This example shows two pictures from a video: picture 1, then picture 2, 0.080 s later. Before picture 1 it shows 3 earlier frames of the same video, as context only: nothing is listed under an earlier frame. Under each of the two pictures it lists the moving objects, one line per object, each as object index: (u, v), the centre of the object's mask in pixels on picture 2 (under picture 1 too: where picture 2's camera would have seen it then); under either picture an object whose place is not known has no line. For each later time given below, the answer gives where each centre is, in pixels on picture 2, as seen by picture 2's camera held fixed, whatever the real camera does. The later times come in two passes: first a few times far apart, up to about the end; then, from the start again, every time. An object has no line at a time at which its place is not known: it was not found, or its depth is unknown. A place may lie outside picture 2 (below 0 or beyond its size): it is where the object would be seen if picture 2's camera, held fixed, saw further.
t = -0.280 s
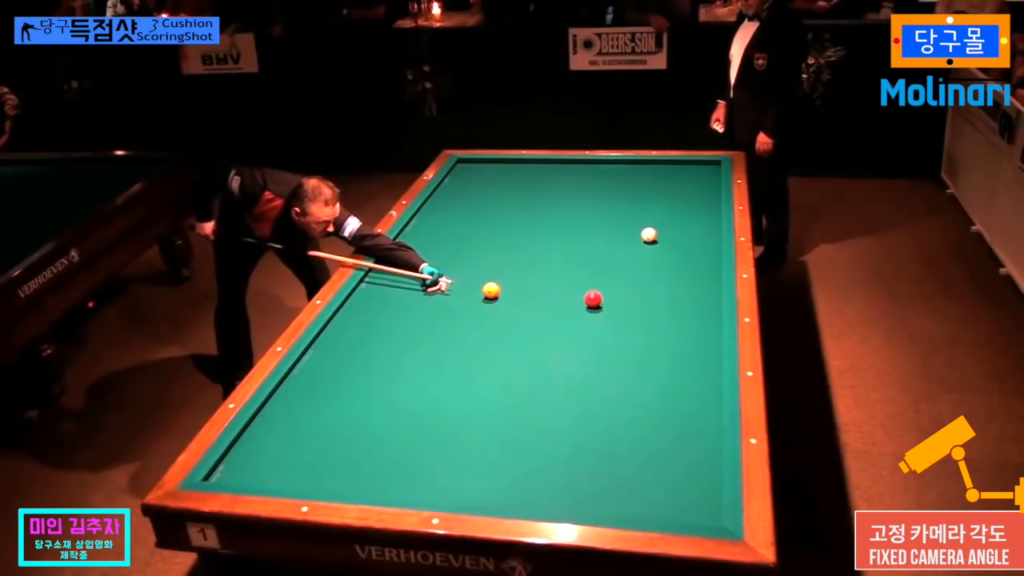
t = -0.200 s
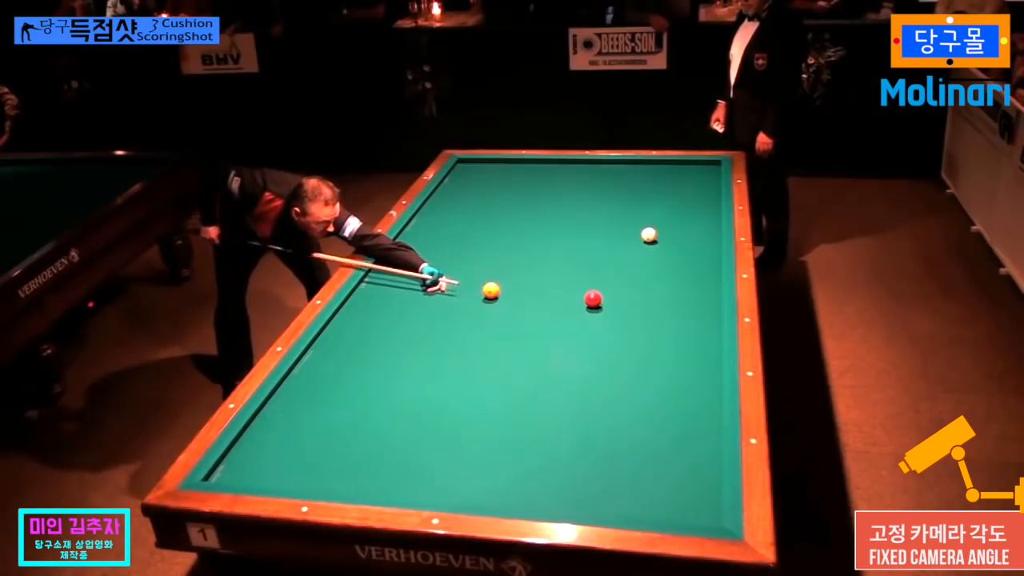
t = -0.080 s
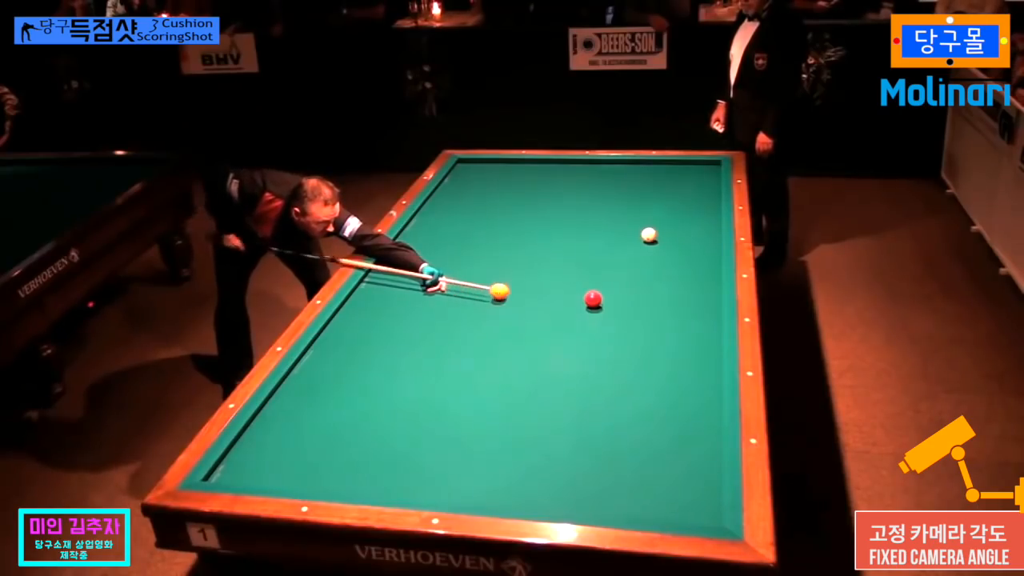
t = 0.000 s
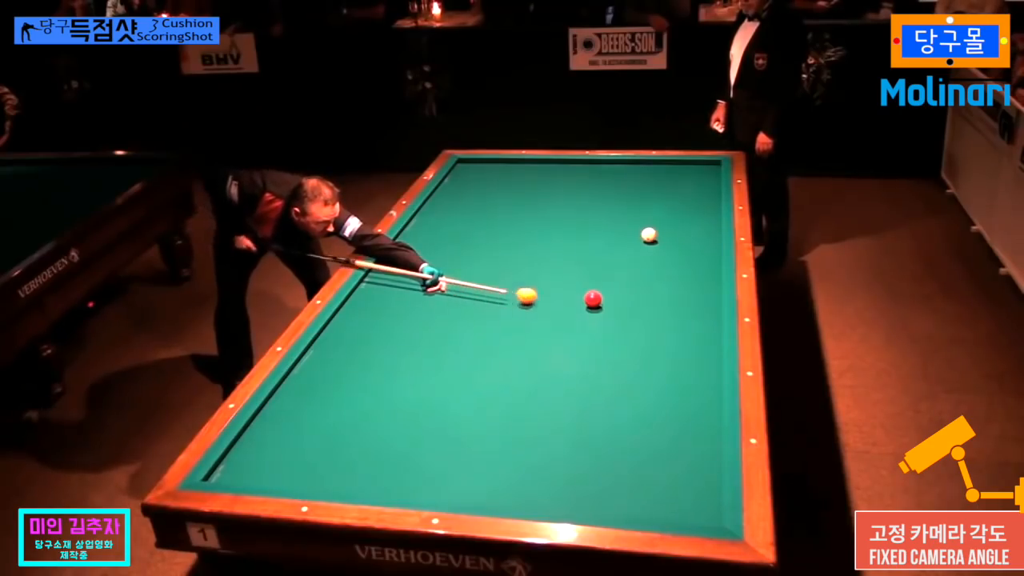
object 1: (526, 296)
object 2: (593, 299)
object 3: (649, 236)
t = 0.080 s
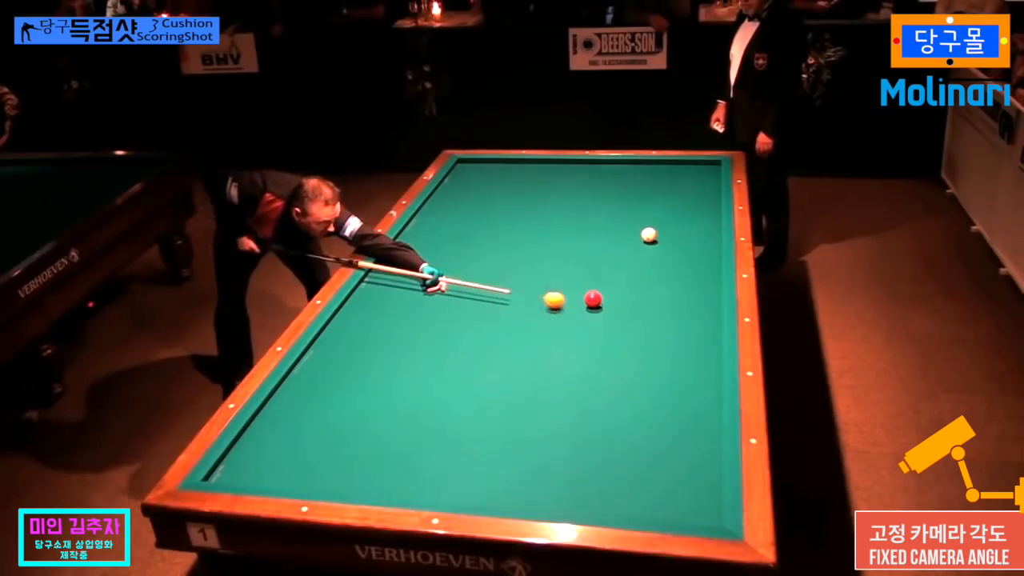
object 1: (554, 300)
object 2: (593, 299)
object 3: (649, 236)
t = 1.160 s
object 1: (600, 413)
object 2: (678, 268)
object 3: (649, 236)
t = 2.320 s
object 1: (372, 449)
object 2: (696, 244)
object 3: (649, 236)
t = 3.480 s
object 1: (325, 371)
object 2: (670, 229)
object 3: (649, 236)
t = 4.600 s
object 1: (438, 323)
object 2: (655, 219)
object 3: (649, 236)
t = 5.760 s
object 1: (524, 286)
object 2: (647, 214)
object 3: (649, 236)
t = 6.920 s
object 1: (589, 259)
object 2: (645, 213)
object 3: (649, 235)
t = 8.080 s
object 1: (637, 239)
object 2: (645, 212)
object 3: (650, 235)
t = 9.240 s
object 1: (640, 238)
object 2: (645, 212)
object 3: (669, 228)
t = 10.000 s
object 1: (640, 238)
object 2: (645, 212)
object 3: (678, 225)
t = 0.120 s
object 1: (568, 303)
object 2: (593, 299)
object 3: (649, 236)
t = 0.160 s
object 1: (581, 305)
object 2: (595, 298)
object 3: (649, 236)
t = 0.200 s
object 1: (591, 310)
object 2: (599, 296)
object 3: (649, 236)
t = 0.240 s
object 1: (601, 314)
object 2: (603, 295)
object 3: (649, 236)
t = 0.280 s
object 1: (612, 318)
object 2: (608, 293)
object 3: (649, 236)
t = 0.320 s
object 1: (623, 322)
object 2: (611, 292)
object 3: (649, 236)
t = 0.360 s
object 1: (634, 327)
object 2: (615, 291)
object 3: (649, 236)
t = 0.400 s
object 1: (645, 331)
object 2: (618, 290)
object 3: (649, 236)
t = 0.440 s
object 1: (657, 335)
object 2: (622, 288)
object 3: (649, 236)
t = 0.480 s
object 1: (668, 340)
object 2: (625, 287)
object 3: (649, 236)
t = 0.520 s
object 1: (680, 345)
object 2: (628, 286)
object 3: (649, 236)
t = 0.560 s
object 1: (692, 350)
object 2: (632, 285)
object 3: (649, 236)
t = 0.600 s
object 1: (705, 354)
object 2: (635, 284)
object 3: (649, 236)
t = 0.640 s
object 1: (711, 359)
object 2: (638, 282)
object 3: (649, 236)
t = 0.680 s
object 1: (701, 363)
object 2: (641, 281)
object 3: (649, 236)
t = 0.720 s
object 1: (691, 367)
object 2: (645, 280)
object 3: (649, 236)
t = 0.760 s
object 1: (682, 371)
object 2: (648, 279)
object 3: (649, 236)
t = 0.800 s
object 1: (674, 375)
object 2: (651, 278)
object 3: (649, 236)
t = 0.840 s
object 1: (666, 379)
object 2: (654, 277)
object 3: (649, 236)
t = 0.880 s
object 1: (658, 383)
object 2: (657, 275)
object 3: (649, 236)
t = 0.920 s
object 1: (650, 387)
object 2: (660, 275)
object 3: (649, 236)
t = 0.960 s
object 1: (642, 391)
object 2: (663, 274)
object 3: (649, 236)
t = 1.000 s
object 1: (634, 396)
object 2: (666, 272)
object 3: (649, 236)
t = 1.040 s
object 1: (626, 400)
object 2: (670, 271)
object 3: (649, 236)
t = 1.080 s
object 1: (617, 405)
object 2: (672, 270)
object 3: (649, 236)
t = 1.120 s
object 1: (609, 409)
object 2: (675, 269)
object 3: (649, 236)
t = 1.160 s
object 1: (600, 413)
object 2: (678, 268)
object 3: (649, 236)
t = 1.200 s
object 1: (591, 417)
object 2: (681, 267)
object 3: (649, 236)
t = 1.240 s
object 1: (583, 422)
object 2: (684, 266)
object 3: (649, 236)
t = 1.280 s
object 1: (574, 427)
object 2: (687, 265)
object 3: (649, 236)
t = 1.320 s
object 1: (565, 431)
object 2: (690, 264)
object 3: (649, 236)
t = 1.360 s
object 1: (556, 436)
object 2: (692, 263)
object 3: (649, 236)
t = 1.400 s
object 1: (547, 441)
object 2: (695, 262)
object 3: (649, 236)
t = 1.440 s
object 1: (538, 446)
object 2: (697, 261)
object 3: (649, 236)
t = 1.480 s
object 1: (529, 451)
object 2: (700, 260)
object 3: (649, 236)
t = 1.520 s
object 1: (519, 456)
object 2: (703, 259)
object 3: (649, 236)
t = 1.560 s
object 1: (510, 461)
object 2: (705, 258)
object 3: (649, 236)
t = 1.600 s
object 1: (500, 466)
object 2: (708, 257)
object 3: (649, 236)
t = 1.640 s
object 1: (490, 471)
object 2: (711, 256)
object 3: (649, 236)
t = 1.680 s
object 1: (480, 476)
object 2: (713, 255)
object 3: (649, 236)
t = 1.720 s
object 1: (471, 481)
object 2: (714, 254)
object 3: (649, 236)
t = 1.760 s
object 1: (461, 486)
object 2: (713, 254)
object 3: (649, 236)
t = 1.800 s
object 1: (451, 491)
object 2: (712, 253)
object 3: (649, 236)
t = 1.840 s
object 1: (441, 493)
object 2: (710, 252)
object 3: (649, 236)
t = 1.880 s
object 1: (435, 489)
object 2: (709, 251)
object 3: (649, 236)
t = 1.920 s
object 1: (429, 485)
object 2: (707, 251)
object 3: (649, 236)
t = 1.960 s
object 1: (423, 481)
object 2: (706, 250)
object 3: (649, 236)
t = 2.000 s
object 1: (416, 477)
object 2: (705, 249)
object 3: (649, 236)
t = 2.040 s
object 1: (411, 473)
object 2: (704, 248)
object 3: (649, 236)
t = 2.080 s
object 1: (405, 470)
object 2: (703, 248)
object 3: (649, 236)
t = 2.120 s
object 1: (399, 466)
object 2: (701, 247)
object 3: (649, 236)
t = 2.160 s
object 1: (393, 463)
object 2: (700, 246)
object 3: (649, 236)
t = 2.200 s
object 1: (388, 459)
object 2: (699, 246)
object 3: (649, 236)
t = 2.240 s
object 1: (382, 456)
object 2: (698, 245)
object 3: (649, 236)
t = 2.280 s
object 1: (377, 452)
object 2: (697, 245)
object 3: (649, 236)
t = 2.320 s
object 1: (372, 449)
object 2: (696, 244)
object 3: (649, 236)
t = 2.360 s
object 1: (366, 445)
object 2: (695, 243)
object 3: (649, 236)
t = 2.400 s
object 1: (361, 442)
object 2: (694, 243)
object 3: (649, 236)
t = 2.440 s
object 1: (357, 439)
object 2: (693, 242)
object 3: (649, 236)
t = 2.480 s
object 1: (351, 435)
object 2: (692, 241)
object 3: (649, 236)
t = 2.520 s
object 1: (347, 432)
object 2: (691, 241)
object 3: (649, 236)
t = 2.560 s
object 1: (342, 429)
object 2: (690, 240)
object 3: (649, 236)
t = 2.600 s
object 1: (337, 426)
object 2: (689, 240)
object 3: (649, 236)
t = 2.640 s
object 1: (333, 423)
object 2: (688, 239)
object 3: (649, 236)
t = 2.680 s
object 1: (328, 420)
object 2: (687, 238)
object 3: (649, 236)
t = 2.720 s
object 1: (324, 417)
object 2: (686, 238)
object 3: (649, 236)
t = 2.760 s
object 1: (319, 414)
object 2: (685, 238)
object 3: (649, 236)
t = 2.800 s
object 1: (315, 411)
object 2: (684, 237)
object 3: (649, 236)
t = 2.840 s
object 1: (311, 409)
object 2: (683, 236)
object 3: (649, 236)
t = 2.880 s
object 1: (307, 406)
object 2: (682, 236)
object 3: (649, 236)
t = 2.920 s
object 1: (303, 403)
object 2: (682, 235)
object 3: (649, 236)
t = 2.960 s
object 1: (298, 400)
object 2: (680, 235)
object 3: (649, 236)
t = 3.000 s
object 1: (294, 398)
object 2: (680, 234)
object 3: (649, 236)
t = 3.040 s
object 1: (291, 395)
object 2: (679, 234)
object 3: (649, 236)
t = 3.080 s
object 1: (287, 392)
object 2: (678, 233)
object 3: (649, 236)
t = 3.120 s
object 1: (283, 390)
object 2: (677, 233)
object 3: (649, 236)
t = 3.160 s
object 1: (287, 387)
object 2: (677, 232)
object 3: (649, 236)
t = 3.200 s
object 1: (292, 385)
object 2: (676, 232)
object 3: (649, 236)
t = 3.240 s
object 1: (297, 383)
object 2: (675, 231)
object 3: (649, 236)
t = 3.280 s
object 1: (302, 381)
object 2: (674, 231)
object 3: (649, 236)
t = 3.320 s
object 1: (307, 379)
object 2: (673, 231)
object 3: (649, 236)
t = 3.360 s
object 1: (312, 377)
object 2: (673, 230)
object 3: (649, 236)
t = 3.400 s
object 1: (316, 375)
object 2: (672, 230)
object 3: (649, 236)
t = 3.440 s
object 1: (321, 373)
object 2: (671, 229)
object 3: (649, 236)
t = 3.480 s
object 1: (325, 371)
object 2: (670, 229)
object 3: (649, 236)
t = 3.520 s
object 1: (330, 369)
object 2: (670, 228)
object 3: (649, 236)
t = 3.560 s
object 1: (335, 367)
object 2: (669, 228)
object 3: (649, 236)
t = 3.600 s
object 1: (339, 365)
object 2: (669, 228)
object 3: (649, 236)
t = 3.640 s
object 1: (344, 363)
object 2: (668, 227)
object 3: (649, 236)
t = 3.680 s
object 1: (348, 362)
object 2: (667, 226)
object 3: (649, 236)
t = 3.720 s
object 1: (352, 360)
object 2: (666, 226)
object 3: (649, 236)
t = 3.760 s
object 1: (357, 358)
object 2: (666, 226)
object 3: (649, 236)
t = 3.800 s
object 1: (361, 356)
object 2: (665, 225)
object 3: (649, 236)
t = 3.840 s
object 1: (365, 354)
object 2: (664, 225)
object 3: (649, 236)
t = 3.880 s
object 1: (369, 352)
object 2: (664, 225)
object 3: (649, 236)
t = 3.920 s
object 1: (373, 351)
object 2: (663, 224)
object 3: (649, 236)
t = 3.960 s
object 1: (377, 349)
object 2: (663, 224)
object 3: (649, 236)
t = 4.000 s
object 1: (381, 347)
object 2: (662, 224)
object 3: (649, 236)
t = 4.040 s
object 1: (386, 345)
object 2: (662, 224)
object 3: (649, 236)
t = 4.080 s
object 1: (390, 344)
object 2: (661, 223)
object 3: (649, 236)
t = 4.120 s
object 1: (394, 342)
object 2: (661, 223)
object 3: (649, 236)
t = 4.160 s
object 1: (398, 340)
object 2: (660, 223)
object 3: (649, 236)
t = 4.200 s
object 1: (401, 339)
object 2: (660, 222)
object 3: (649, 236)
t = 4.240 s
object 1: (405, 337)
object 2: (659, 222)
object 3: (649, 236)
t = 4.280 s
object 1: (409, 336)
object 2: (659, 221)
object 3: (649, 236)
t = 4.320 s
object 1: (413, 334)
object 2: (658, 221)
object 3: (649, 236)
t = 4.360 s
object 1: (417, 332)
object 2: (658, 221)
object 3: (649, 236)
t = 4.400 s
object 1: (420, 331)
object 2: (657, 220)
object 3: (649, 236)
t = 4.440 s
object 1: (424, 329)
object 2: (656, 220)
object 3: (649, 236)
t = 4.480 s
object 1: (428, 328)
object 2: (656, 220)
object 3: (649, 236)
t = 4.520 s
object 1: (431, 326)
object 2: (656, 219)
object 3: (649, 236)
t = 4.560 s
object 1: (435, 325)
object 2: (656, 219)
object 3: (649, 236)
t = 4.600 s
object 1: (438, 323)
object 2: (655, 219)
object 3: (649, 236)
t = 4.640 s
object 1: (442, 322)
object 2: (655, 219)
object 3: (649, 236)
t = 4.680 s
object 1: (445, 320)
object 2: (654, 219)
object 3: (649, 236)
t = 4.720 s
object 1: (448, 319)
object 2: (654, 218)
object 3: (649, 236)
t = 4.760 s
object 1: (451, 318)
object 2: (653, 218)
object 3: (649, 236)
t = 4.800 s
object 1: (455, 316)
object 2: (653, 218)
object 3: (649, 236)
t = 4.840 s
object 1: (458, 315)
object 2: (653, 218)
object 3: (649, 236)
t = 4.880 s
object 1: (461, 313)
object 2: (652, 217)
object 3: (649, 236)
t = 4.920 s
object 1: (464, 312)
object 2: (652, 217)
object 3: (649, 236)
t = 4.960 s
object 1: (468, 311)
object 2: (652, 217)
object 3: (649, 236)
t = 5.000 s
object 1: (471, 309)
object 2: (651, 217)
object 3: (649, 236)
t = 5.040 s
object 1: (474, 308)
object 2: (651, 216)
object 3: (649, 236)
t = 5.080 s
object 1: (477, 307)
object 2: (651, 216)
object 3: (649, 236)
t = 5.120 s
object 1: (480, 305)
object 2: (650, 216)
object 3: (649, 236)
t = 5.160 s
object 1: (483, 304)
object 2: (650, 216)
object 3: (649, 236)
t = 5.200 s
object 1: (486, 303)
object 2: (650, 216)
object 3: (649, 236)
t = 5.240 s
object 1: (489, 302)
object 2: (650, 215)
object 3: (649, 235)
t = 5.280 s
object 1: (492, 300)
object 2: (649, 215)
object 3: (649, 235)
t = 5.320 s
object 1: (495, 299)
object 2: (649, 215)
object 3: (649, 235)
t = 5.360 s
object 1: (498, 298)
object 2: (649, 215)
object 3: (649, 235)
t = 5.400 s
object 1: (500, 297)
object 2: (649, 215)
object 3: (649, 235)
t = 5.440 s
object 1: (503, 295)
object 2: (648, 215)
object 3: (649, 235)
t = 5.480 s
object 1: (506, 294)
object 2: (648, 214)
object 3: (649, 235)
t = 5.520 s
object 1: (509, 293)
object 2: (648, 214)
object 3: (649, 235)
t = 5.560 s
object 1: (511, 292)
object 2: (648, 214)
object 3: (649, 235)
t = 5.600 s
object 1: (514, 291)
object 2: (648, 214)
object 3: (649, 235)
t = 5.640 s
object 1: (517, 290)
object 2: (648, 214)
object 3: (649, 235)
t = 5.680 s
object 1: (519, 289)
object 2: (648, 214)
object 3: (649, 235)
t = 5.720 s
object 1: (522, 288)
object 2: (647, 214)
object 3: (649, 236)
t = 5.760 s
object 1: (524, 286)
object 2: (647, 214)
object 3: (649, 236)
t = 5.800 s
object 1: (527, 285)
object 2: (647, 214)
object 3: (649, 236)
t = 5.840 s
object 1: (530, 284)
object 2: (647, 213)
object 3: (649, 236)
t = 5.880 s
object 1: (532, 283)
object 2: (647, 213)
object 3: (649, 236)
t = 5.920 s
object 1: (535, 282)
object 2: (647, 213)
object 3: (649, 236)
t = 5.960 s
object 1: (537, 281)
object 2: (646, 213)
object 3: (649, 236)
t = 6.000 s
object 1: (540, 280)
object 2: (646, 213)
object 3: (649, 236)
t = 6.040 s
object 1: (542, 279)
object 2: (646, 213)
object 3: (649, 236)
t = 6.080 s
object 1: (544, 278)
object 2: (646, 213)
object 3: (649, 235)
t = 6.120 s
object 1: (547, 277)
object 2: (646, 213)
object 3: (649, 236)
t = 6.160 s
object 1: (549, 276)
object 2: (646, 213)
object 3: (649, 235)
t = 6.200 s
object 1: (551, 275)
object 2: (646, 213)
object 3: (649, 235)
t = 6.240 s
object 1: (553, 274)
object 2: (646, 213)
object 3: (649, 235)
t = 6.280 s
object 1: (556, 273)
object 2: (646, 213)
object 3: (649, 236)
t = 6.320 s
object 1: (558, 272)
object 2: (646, 213)
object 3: (649, 236)
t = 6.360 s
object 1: (560, 271)
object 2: (646, 213)
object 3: (649, 235)
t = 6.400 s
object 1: (562, 270)
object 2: (646, 213)
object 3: (649, 235)
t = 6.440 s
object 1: (565, 270)
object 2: (646, 213)
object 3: (649, 236)
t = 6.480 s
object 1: (567, 269)
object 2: (646, 213)
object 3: (649, 236)
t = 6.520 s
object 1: (569, 268)
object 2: (646, 213)
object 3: (649, 236)
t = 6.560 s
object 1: (571, 267)
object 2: (646, 213)
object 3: (649, 236)
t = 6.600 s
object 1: (573, 266)
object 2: (645, 213)
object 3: (649, 235)
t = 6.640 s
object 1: (575, 265)
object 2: (645, 213)
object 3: (649, 235)
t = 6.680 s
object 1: (577, 264)
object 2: (645, 213)
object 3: (649, 235)
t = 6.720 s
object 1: (579, 264)
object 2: (645, 213)
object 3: (649, 235)
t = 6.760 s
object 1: (581, 263)
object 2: (645, 213)
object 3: (649, 235)
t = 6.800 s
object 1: (583, 262)
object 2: (645, 213)
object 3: (649, 235)
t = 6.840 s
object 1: (585, 261)
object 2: (645, 213)
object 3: (649, 235)
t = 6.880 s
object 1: (587, 260)
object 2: (645, 213)
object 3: (649, 235)
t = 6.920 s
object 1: (589, 259)
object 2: (645, 213)
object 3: (649, 235)
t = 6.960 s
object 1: (591, 259)
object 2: (645, 213)
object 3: (649, 235)
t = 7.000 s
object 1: (593, 258)
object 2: (645, 212)
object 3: (649, 236)
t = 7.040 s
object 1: (595, 257)
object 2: (645, 212)
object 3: (649, 236)
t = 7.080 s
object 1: (597, 256)
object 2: (645, 212)
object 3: (649, 236)
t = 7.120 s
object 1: (598, 256)
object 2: (645, 212)
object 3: (649, 236)
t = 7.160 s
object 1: (600, 255)
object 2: (645, 212)
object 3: (649, 236)
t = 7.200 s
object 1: (602, 254)
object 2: (645, 212)
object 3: (649, 236)
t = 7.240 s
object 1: (604, 253)
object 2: (645, 212)
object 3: (649, 236)
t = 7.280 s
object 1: (606, 253)
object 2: (645, 212)
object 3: (649, 236)
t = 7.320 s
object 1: (607, 252)
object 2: (645, 212)
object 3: (649, 236)
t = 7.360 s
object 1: (609, 251)
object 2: (645, 212)
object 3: (649, 236)
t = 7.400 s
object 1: (611, 251)
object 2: (645, 212)
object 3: (649, 236)
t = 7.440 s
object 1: (613, 250)
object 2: (645, 212)
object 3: (649, 236)
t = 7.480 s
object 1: (615, 249)
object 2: (645, 212)
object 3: (649, 236)
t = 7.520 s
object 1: (616, 248)
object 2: (645, 212)
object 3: (649, 236)
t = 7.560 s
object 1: (618, 248)
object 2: (645, 212)
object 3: (649, 236)
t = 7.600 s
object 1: (620, 247)
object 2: (645, 212)
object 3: (649, 236)
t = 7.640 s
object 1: (621, 246)
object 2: (645, 212)
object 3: (649, 236)
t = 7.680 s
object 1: (623, 246)
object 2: (645, 212)
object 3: (649, 236)
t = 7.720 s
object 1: (624, 245)
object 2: (645, 212)
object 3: (649, 236)
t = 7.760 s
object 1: (626, 244)
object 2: (645, 212)
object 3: (649, 236)
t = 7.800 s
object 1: (627, 244)
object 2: (645, 212)
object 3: (649, 236)
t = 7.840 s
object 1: (629, 243)
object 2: (645, 212)
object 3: (649, 236)
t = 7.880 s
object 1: (631, 242)
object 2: (645, 212)
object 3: (649, 236)
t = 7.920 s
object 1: (632, 242)
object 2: (645, 212)
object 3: (649, 236)
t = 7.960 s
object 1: (633, 241)
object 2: (645, 212)
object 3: (649, 236)
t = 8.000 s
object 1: (634, 241)
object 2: (645, 212)
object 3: (649, 236)
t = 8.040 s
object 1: (636, 240)
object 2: (645, 212)
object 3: (649, 236)
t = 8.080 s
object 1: (637, 239)
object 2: (645, 212)
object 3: (650, 235)
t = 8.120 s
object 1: (638, 239)
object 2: (645, 212)
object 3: (651, 235)
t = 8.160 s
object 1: (638, 239)
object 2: (645, 212)
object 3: (652, 235)
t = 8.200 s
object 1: (638, 239)
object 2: (645, 212)
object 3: (652, 235)
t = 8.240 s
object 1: (638, 239)
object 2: (645, 212)
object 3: (653, 234)
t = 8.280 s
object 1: (639, 239)
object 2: (645, 212)
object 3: (654, 234)
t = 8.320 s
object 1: (639, 238)
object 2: (645, 212)
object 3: (655, 234)
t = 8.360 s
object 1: (639, 238)
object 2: (645, 212)
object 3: (655, 233)
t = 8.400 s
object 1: (640, 238)
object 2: (645, 212)
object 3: (656, 233)
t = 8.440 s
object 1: (640, 238)
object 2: (645, 212)
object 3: (657, 233)
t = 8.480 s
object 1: (640, 238)
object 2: (645, 212)
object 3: (658, 233)
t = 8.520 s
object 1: (640, 238)
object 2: (645, 212)
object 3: (658, 232)
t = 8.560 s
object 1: (640, 238)
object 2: (645, 212)
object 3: (659, 232)
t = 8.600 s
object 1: (640, 238)
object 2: (645, 212)
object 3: (660, 232)
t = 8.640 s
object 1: (640, 238)
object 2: (645, 212)
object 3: (660, 232)
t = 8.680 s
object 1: (640, 238)
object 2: (645, 212)
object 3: (661, 232)
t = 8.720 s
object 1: (640, 238)
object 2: (645, 212)
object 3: (662, 231)
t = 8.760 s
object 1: (640, 238)
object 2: (645, 212)
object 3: (663, 231)
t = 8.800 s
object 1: (640, 238)
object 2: (645, 212)
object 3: (663, 231)
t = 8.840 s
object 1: (640, 238)
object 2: (645, 212)
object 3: (663, 231)
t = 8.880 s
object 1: (640, 238)
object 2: (645, 212)
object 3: (664, 230)
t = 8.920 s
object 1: (640, 238)
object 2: (645, 212)
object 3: (664, 230)
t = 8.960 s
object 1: (640, 238)
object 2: (645, 212)
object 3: (665, 230)
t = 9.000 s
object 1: (640, 238)
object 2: (645, 212)
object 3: (666, 230)
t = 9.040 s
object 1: (640, 238)
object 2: (645, 212)
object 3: (666, 229)
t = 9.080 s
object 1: (640, 238)
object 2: (645, 212)
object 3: (666, 229)
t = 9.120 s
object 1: (640, 238)
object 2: (645, 212)
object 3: (667, 229)
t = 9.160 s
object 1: (640, 238)
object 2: (645, 212)
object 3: (668, 229)
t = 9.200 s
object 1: (640, 238)
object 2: (645, 212)
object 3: (668, 229)
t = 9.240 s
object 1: (640, 238)
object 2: (645, 212)
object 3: (669, 228)
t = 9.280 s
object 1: (640, 238)
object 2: (645, 212)
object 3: (669, 228)
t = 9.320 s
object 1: (640, 238)
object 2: (645, 212)
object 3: (670, 228)
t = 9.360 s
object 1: (640, 238)
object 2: (645, 212)
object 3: (672, 227)
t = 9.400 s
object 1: (640, 238)
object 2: (645, 212)
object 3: (672, 227)
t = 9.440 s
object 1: (640, 238)
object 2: (645, 212)
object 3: (673, 227)
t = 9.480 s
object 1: (640, 238)
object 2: (645, 212)
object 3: (673, 227)
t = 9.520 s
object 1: (640, 238)
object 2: (645, 212)
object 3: (673, 227)
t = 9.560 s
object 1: (640, 238)
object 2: (645, 212)
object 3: (674, 227)
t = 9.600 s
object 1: (640, 238)
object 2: (645, 212)
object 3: (674, 226)
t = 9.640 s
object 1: (640, 238)
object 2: (645, 212)
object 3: (675, 226)
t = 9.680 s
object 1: (640, 238)
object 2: (645, 212)
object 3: (675, 226)
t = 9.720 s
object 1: (640, 238)
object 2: (645, 212)
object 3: (676, 226)
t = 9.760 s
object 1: (640, 238)
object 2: (645, 212)
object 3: (676, 226)
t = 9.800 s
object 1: (640, 238)
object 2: (645, 212)
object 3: (676, 226)
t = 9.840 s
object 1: (640, 238)
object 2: (645, 212)
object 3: (677, 226)
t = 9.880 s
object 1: (640, 238)
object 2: (645, 212)
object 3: (677, 225)
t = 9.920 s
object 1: (640, 238)
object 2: (645, 212)
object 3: (677, 225)
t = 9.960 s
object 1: (640, 238)
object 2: (645, 212)
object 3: (678, 225)
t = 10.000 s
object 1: (640, 238)
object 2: (645, 212)
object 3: (678, 225)
